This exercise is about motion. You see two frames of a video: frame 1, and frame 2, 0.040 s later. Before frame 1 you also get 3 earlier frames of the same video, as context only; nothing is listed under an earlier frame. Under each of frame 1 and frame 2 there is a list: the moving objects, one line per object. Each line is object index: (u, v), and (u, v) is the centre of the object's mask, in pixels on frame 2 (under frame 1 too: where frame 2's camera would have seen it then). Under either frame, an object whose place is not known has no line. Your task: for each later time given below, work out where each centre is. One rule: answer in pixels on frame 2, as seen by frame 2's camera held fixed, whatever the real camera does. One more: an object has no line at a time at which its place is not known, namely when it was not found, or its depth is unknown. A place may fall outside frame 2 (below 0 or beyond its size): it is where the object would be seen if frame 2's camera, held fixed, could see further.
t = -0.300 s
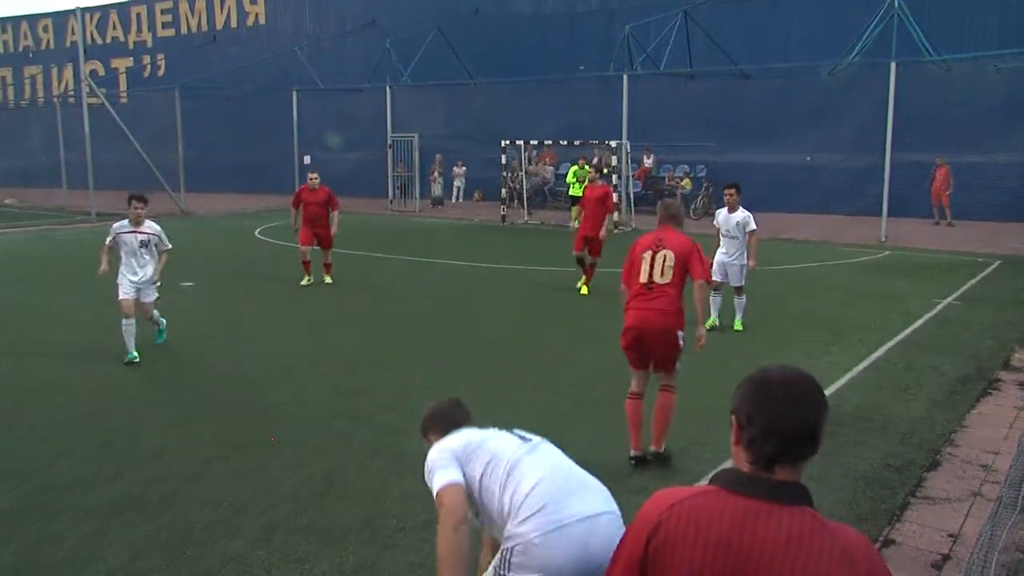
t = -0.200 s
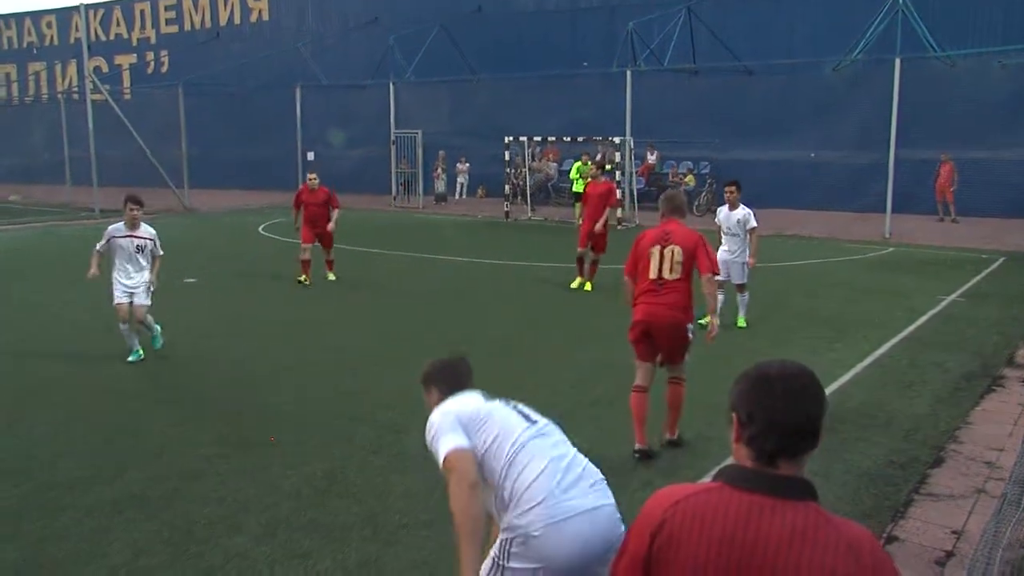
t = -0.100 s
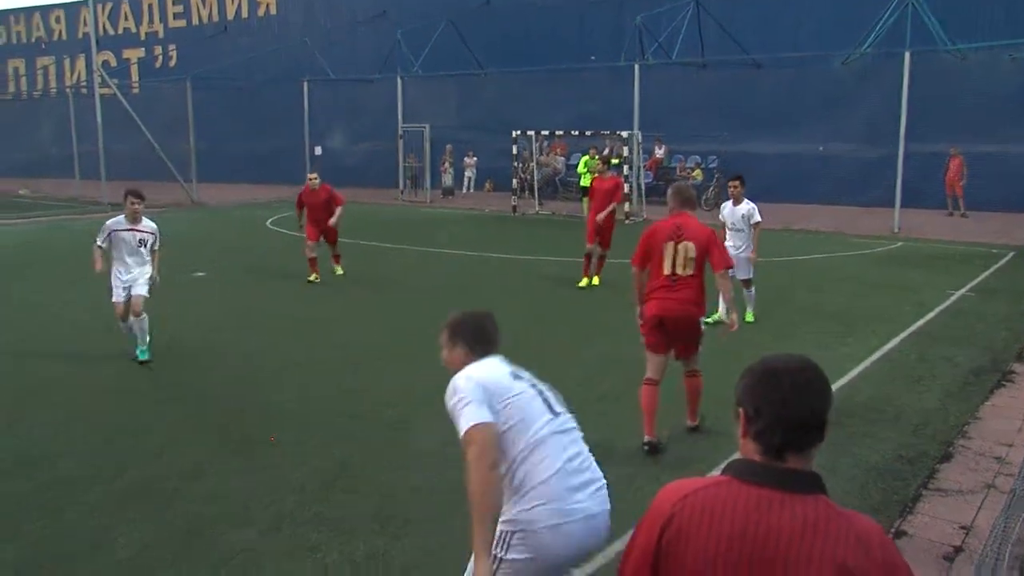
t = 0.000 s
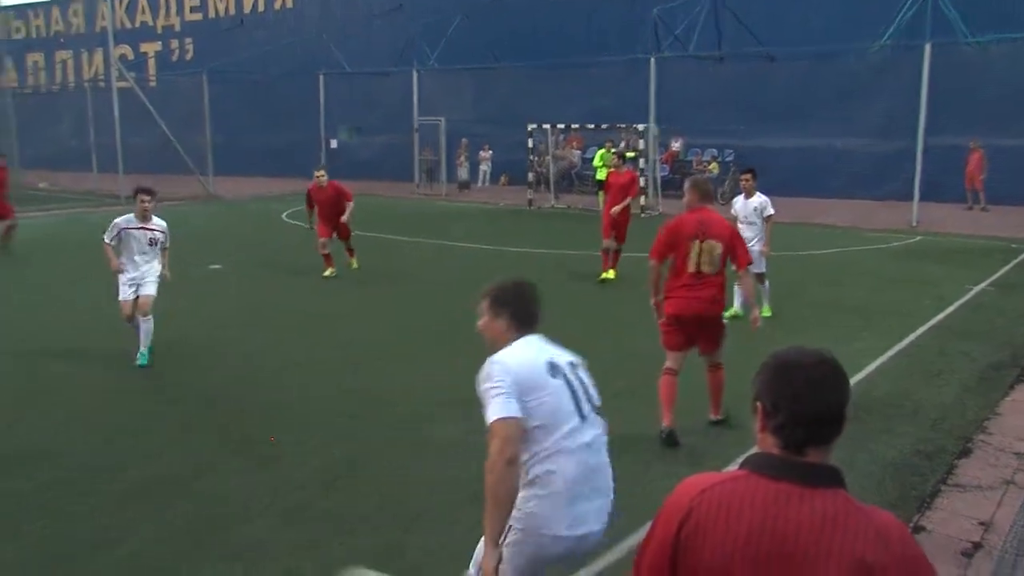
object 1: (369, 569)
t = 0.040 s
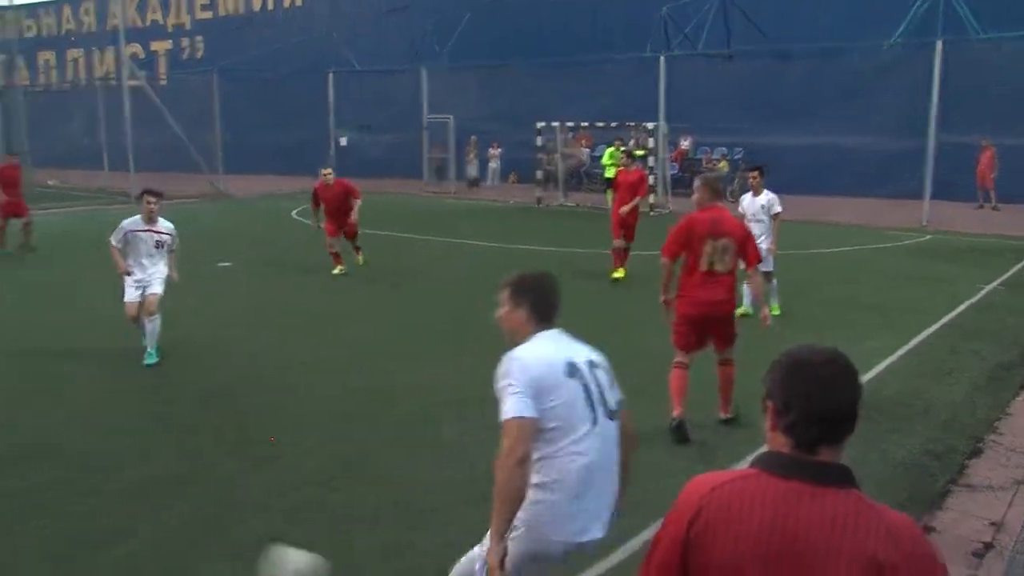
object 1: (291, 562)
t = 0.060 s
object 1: (251, 558)
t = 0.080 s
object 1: (213, 554)
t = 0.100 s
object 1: (174, 547)
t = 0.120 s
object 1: (138, 541)
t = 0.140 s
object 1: (103, 538)
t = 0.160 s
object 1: (68, 534)
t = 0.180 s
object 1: (35, 532)
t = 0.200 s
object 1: (2, 530)
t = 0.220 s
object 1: (-30, 531)
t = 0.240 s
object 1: (-57, 530)
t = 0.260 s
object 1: (-83, 532)
